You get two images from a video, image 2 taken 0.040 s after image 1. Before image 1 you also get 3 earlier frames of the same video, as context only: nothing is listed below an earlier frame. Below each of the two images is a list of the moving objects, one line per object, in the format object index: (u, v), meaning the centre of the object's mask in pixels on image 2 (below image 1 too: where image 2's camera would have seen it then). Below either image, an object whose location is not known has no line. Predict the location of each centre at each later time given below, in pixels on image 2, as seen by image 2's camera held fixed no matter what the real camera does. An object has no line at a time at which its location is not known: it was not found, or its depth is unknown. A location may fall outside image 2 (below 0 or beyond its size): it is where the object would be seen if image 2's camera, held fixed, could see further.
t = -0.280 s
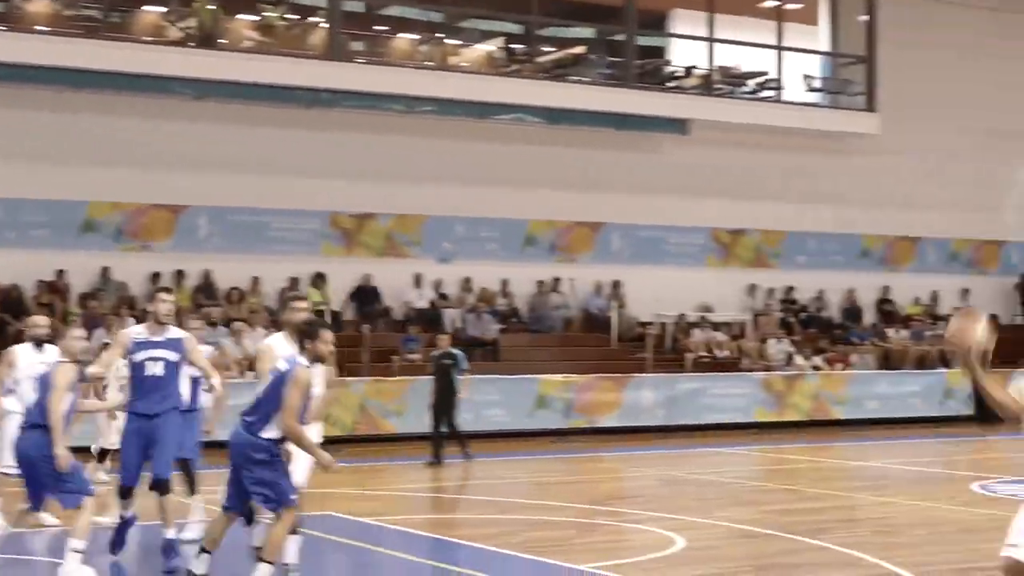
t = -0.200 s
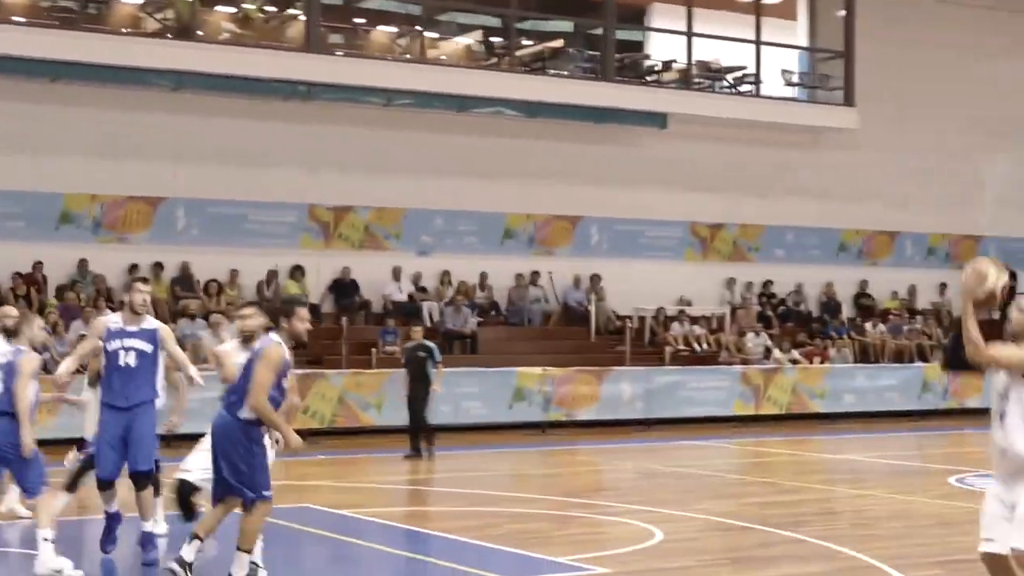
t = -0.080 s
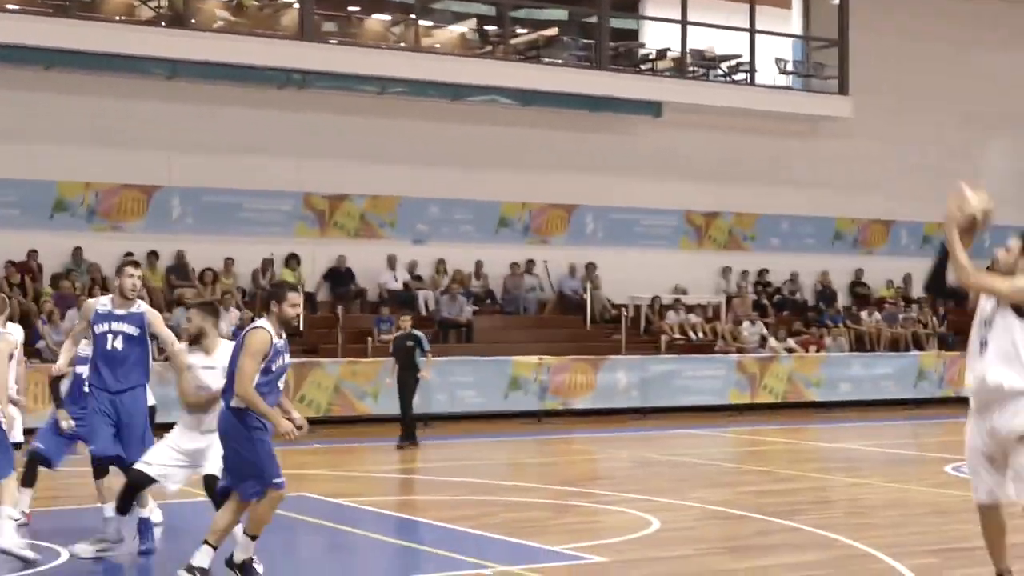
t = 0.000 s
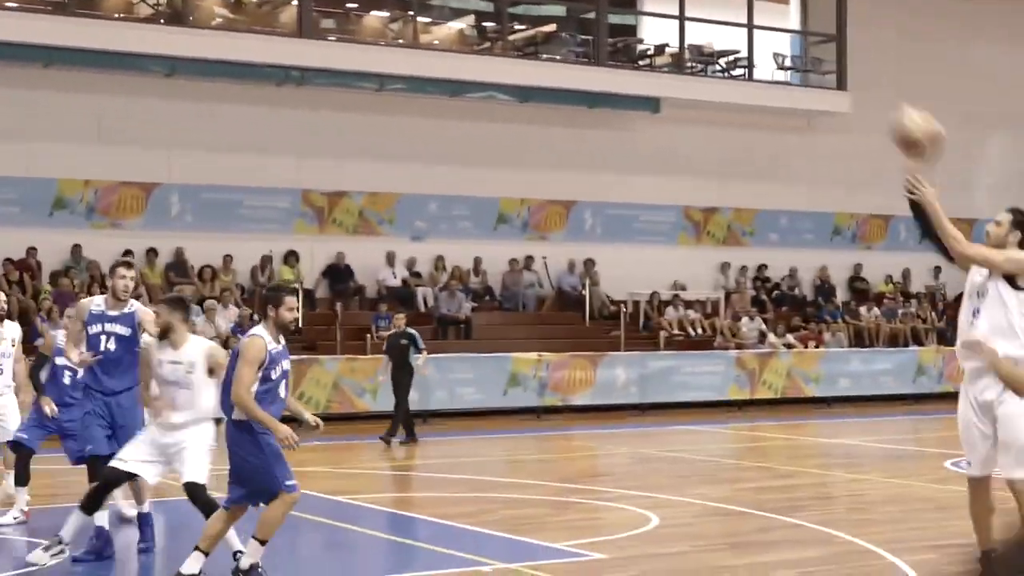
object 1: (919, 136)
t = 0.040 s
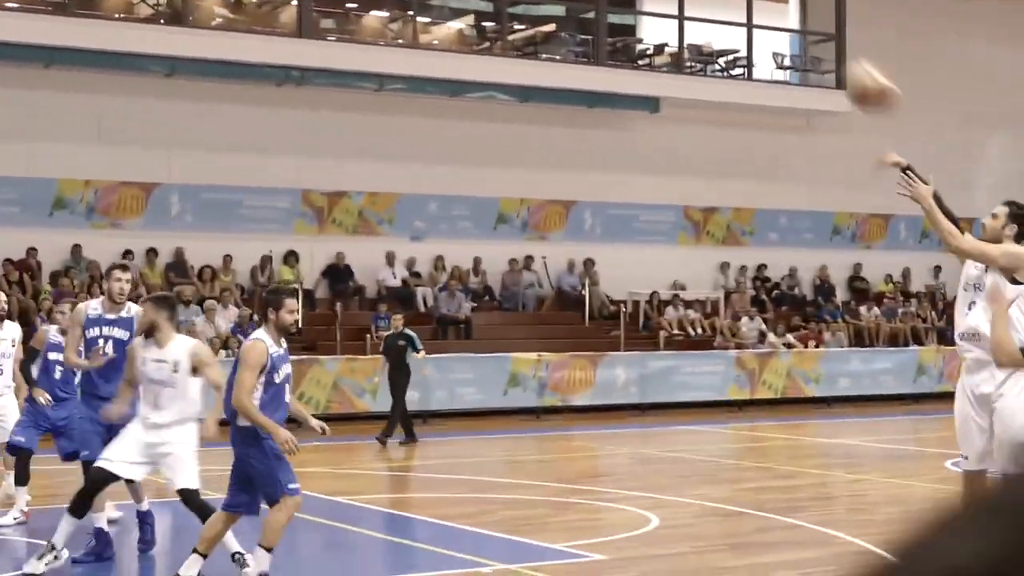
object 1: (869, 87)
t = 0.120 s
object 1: (776, 5)
